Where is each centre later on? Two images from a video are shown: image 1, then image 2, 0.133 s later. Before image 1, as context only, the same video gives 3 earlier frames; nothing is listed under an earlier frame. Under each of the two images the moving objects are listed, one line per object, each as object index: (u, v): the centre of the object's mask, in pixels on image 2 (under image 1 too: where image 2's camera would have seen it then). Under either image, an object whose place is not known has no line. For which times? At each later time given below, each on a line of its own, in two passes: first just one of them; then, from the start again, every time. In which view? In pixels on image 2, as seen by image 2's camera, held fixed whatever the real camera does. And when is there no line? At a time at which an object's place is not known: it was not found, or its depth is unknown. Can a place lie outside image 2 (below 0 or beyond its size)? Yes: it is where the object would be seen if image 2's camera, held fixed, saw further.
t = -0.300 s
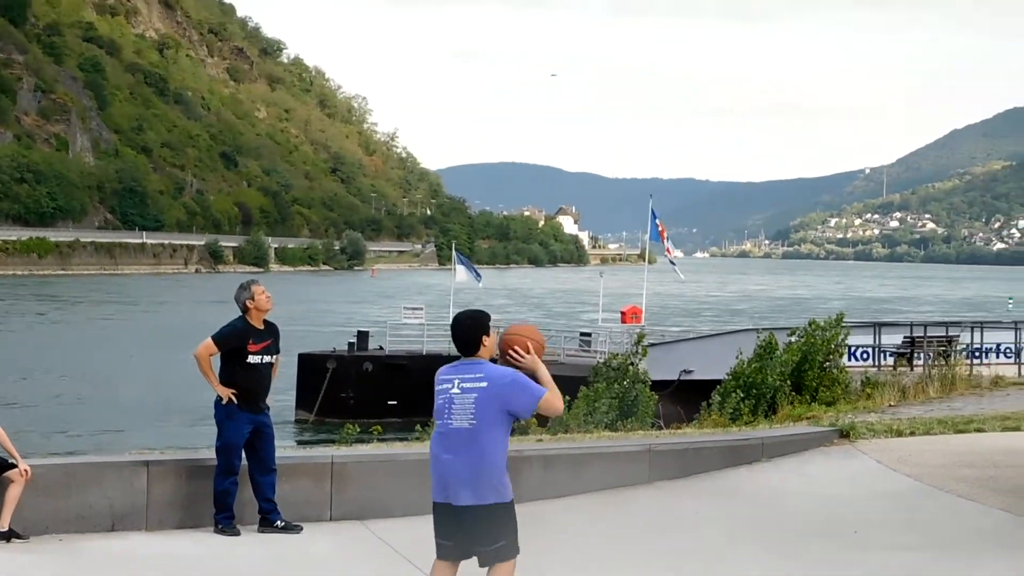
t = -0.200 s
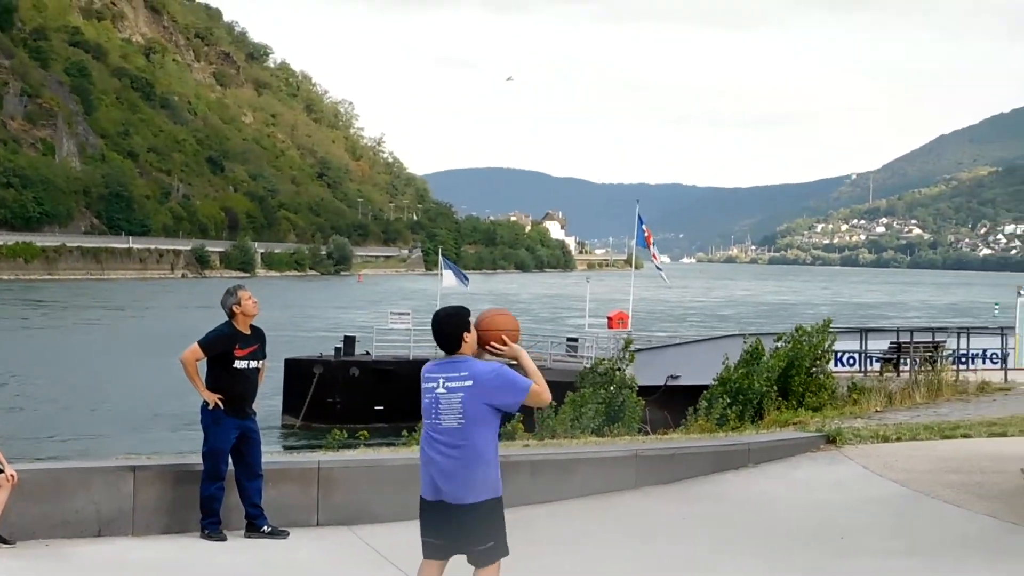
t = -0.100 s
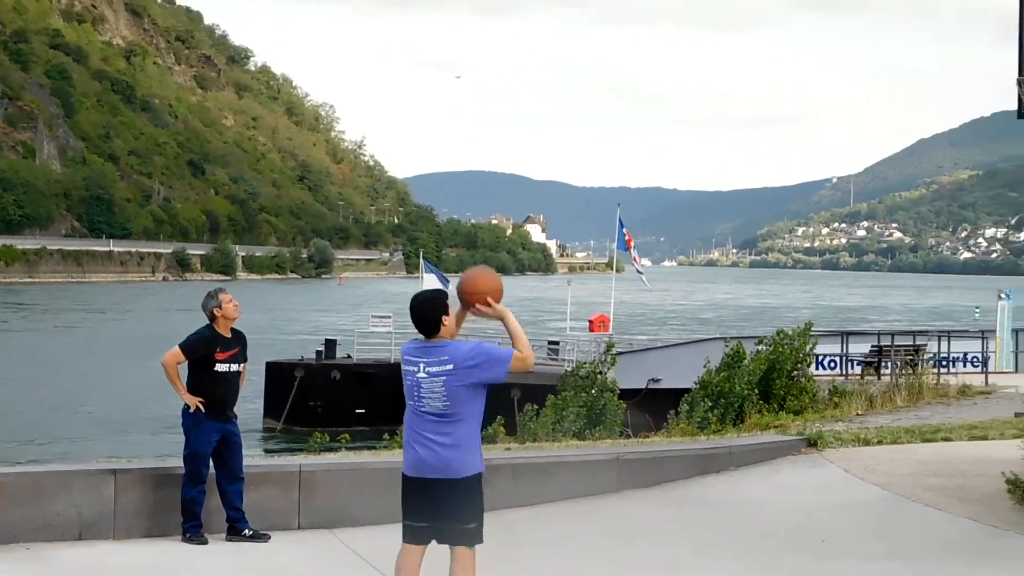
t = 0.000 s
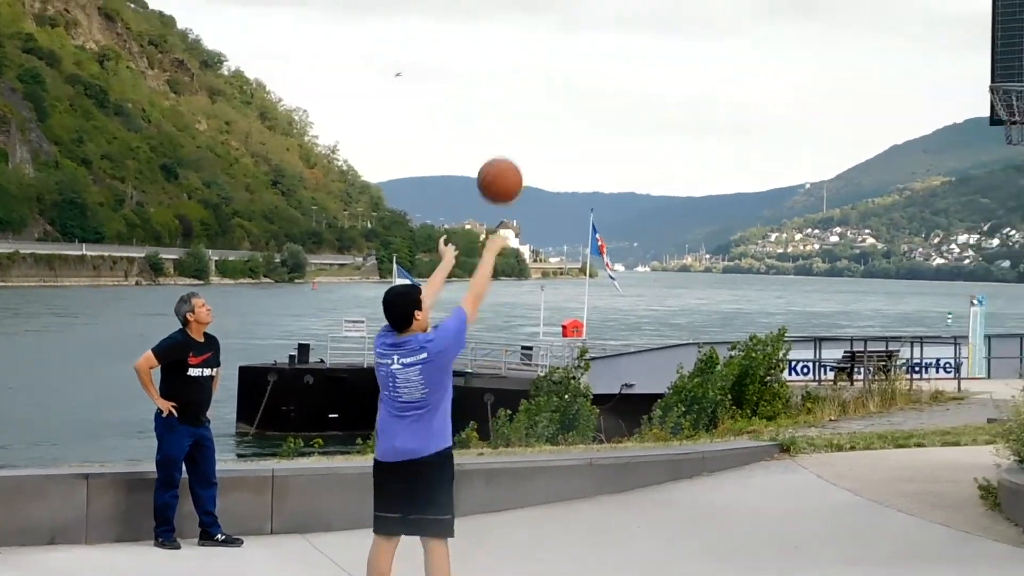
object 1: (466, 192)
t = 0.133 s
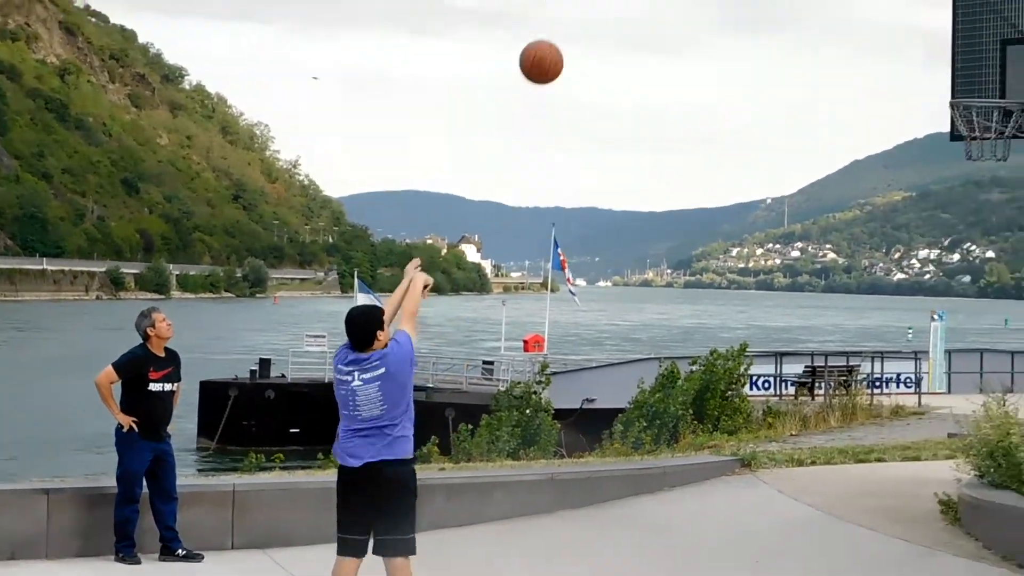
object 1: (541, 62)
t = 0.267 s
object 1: (612, -7)
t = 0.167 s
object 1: (559, 36)
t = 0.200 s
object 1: (577, 13)
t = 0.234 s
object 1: (596, 2)
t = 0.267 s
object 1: (612, -7)
